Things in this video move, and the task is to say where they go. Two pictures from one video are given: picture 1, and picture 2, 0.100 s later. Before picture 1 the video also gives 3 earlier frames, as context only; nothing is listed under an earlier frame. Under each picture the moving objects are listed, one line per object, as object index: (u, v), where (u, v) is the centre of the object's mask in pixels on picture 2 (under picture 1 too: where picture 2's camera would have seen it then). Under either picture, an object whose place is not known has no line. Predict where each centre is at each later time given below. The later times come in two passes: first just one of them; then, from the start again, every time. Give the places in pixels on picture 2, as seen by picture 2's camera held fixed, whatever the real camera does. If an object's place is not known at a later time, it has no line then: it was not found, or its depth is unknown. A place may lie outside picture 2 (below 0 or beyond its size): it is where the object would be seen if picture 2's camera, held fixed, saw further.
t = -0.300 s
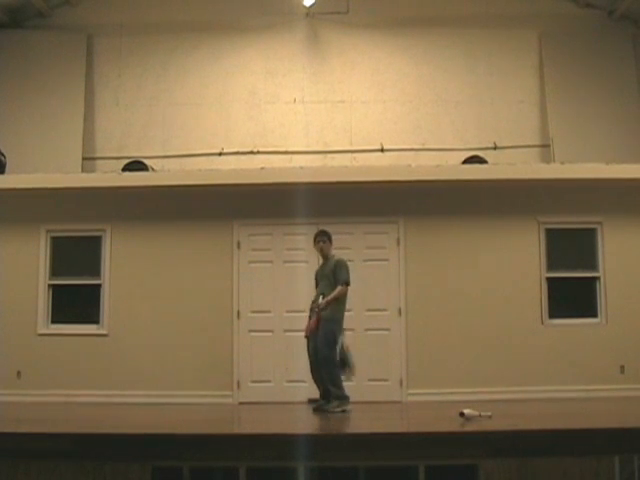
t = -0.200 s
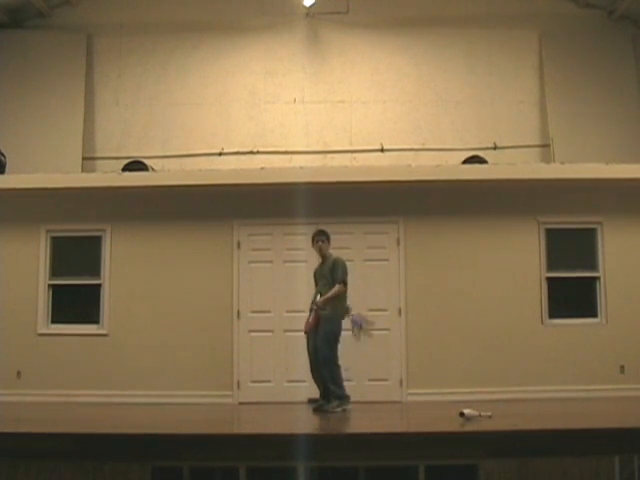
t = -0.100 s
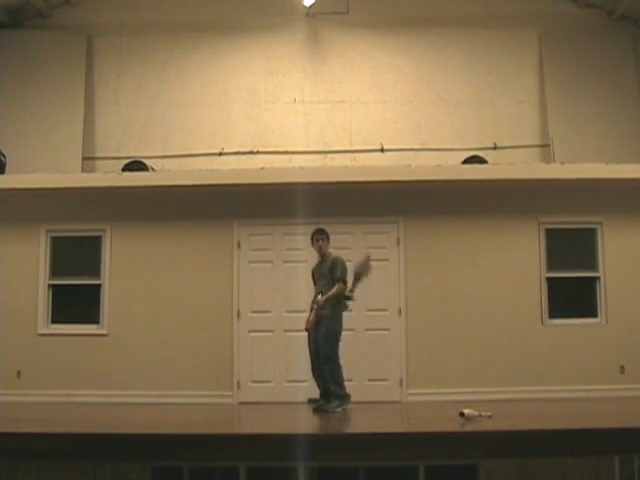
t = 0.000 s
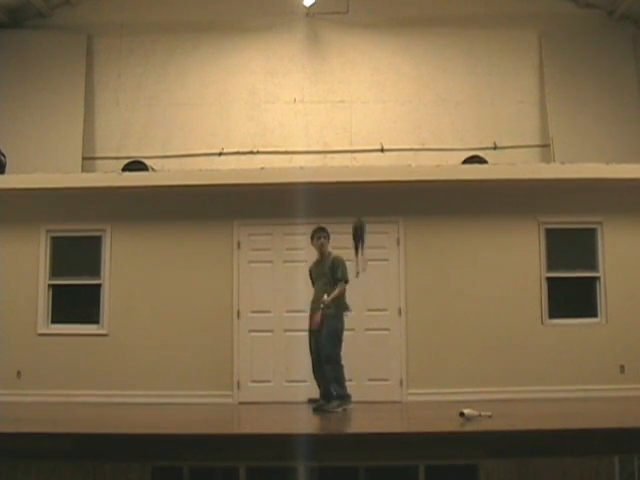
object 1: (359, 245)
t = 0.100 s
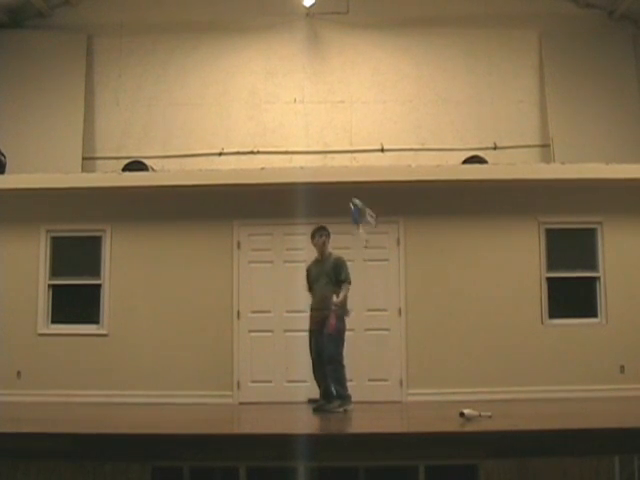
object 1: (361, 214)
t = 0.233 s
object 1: (362, 191)
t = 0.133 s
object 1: (361, 210)
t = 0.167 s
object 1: (359, 205)
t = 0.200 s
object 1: (363, 195)
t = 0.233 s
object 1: (362, 191)
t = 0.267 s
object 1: (360, 192)
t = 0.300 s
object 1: (359, 193)
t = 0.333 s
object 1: (359, 195)
